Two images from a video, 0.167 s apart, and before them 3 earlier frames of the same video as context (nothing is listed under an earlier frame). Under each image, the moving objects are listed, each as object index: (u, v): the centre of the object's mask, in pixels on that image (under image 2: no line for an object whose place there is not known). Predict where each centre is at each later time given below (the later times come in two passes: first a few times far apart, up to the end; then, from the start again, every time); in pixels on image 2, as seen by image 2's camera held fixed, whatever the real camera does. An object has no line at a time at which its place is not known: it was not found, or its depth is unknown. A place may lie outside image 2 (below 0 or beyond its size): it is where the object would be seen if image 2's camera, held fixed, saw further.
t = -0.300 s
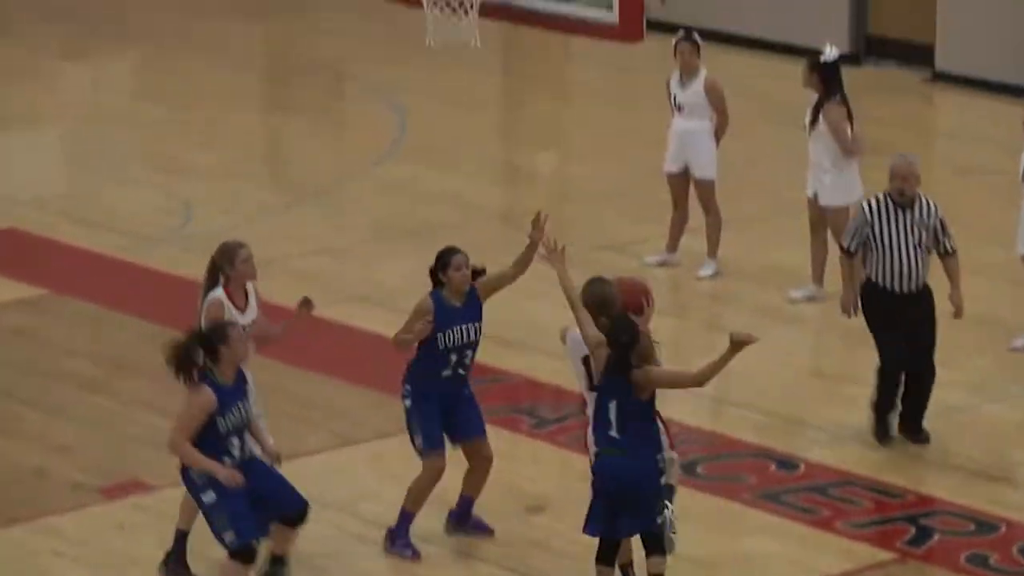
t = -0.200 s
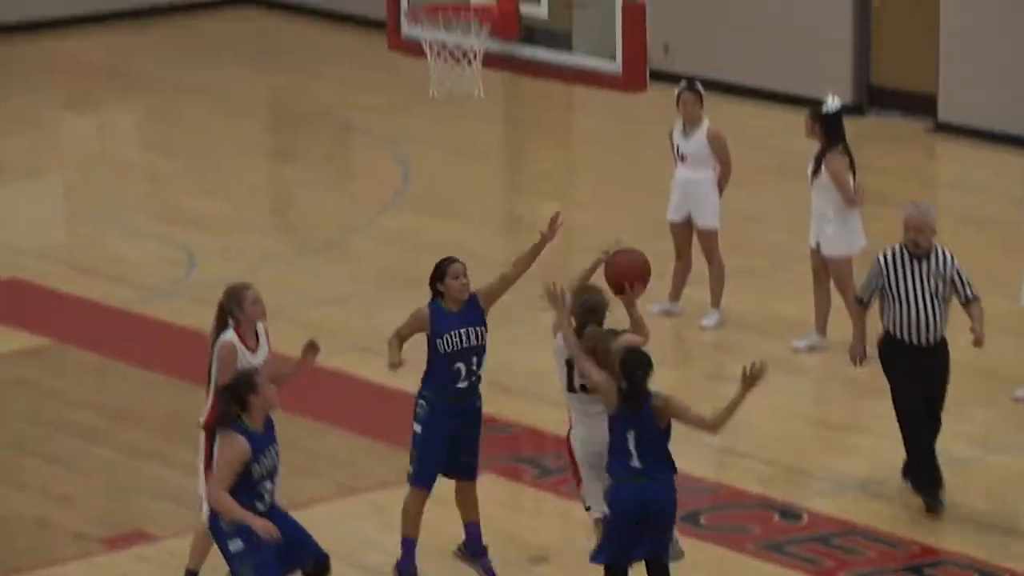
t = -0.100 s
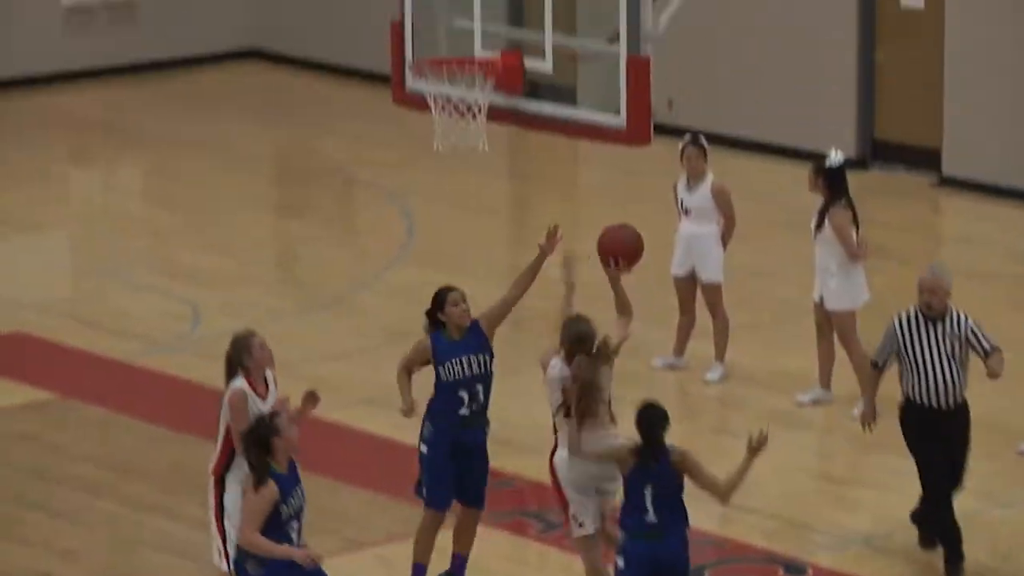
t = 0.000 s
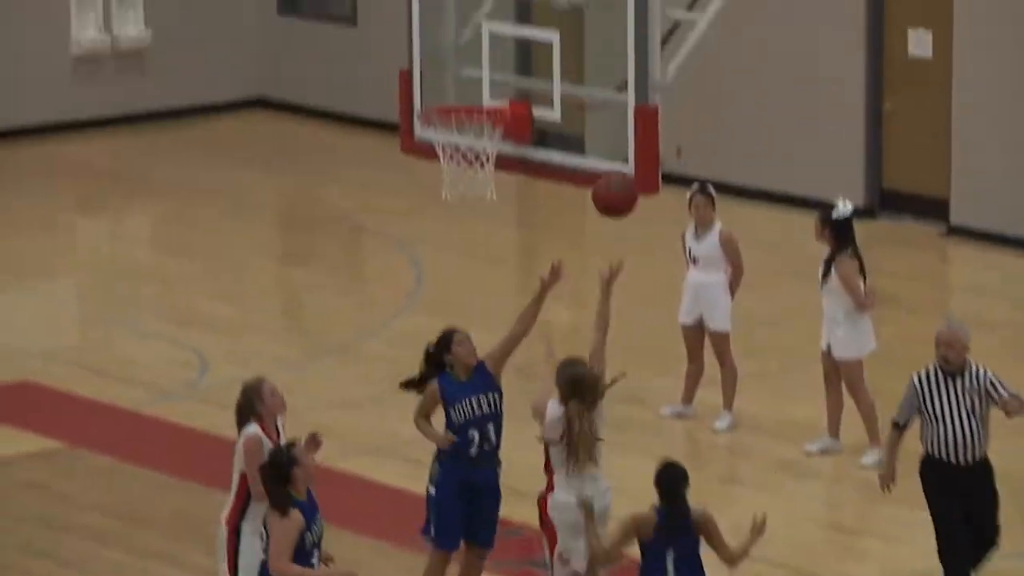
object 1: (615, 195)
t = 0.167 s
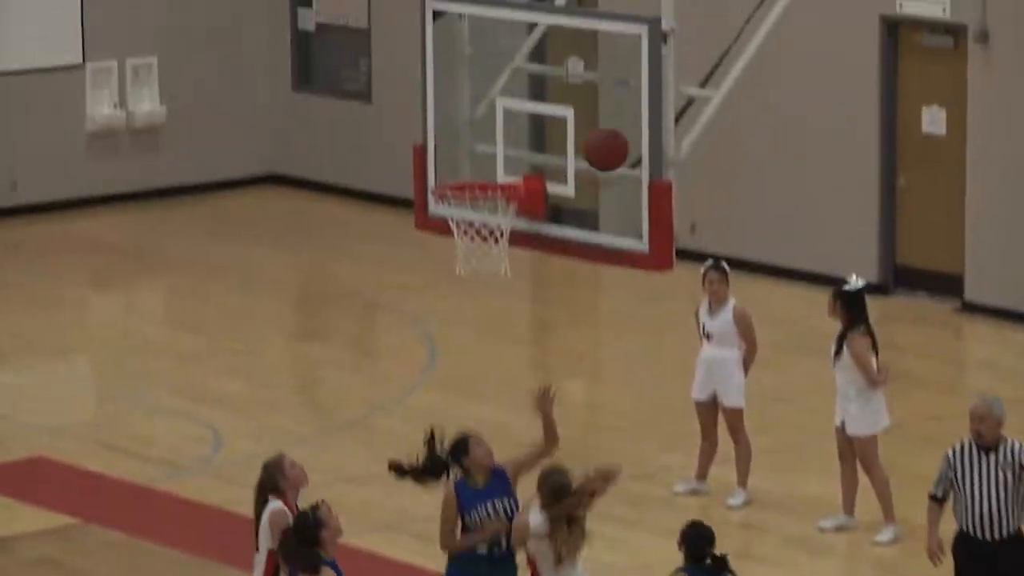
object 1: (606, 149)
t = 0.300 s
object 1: (557, 124)
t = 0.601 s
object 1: (463, 177)
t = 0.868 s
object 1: (474, 238)
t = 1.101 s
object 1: (465, 325)
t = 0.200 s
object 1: (593, 139)
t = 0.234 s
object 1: (582, 132)
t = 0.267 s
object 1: (569, 127)
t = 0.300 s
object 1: (557, 124)
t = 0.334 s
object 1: (544, 123)
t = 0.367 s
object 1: (532, 124)
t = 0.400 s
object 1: (519, 128)
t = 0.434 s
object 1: (507, 134)
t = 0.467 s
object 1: (495, 142)
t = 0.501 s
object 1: (483, 151)
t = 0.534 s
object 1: (471, 163)
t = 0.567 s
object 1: (460, 176)
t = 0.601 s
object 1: (463, 177)
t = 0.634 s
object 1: (468, 179)
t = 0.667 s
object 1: (474, 181)
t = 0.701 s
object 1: (480, 184)
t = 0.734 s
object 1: (481, 197)
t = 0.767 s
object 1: (479, 205)
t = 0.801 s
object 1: (478, 214)
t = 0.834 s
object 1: (475, 225)
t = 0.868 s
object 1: (474, 238)
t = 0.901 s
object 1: (472, 246)
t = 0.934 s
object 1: (471, 250)
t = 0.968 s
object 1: (470, 276)
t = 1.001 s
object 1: (468, 281)
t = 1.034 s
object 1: (467, 292)
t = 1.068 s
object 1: (466, 308)
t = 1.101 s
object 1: (465, 325)
